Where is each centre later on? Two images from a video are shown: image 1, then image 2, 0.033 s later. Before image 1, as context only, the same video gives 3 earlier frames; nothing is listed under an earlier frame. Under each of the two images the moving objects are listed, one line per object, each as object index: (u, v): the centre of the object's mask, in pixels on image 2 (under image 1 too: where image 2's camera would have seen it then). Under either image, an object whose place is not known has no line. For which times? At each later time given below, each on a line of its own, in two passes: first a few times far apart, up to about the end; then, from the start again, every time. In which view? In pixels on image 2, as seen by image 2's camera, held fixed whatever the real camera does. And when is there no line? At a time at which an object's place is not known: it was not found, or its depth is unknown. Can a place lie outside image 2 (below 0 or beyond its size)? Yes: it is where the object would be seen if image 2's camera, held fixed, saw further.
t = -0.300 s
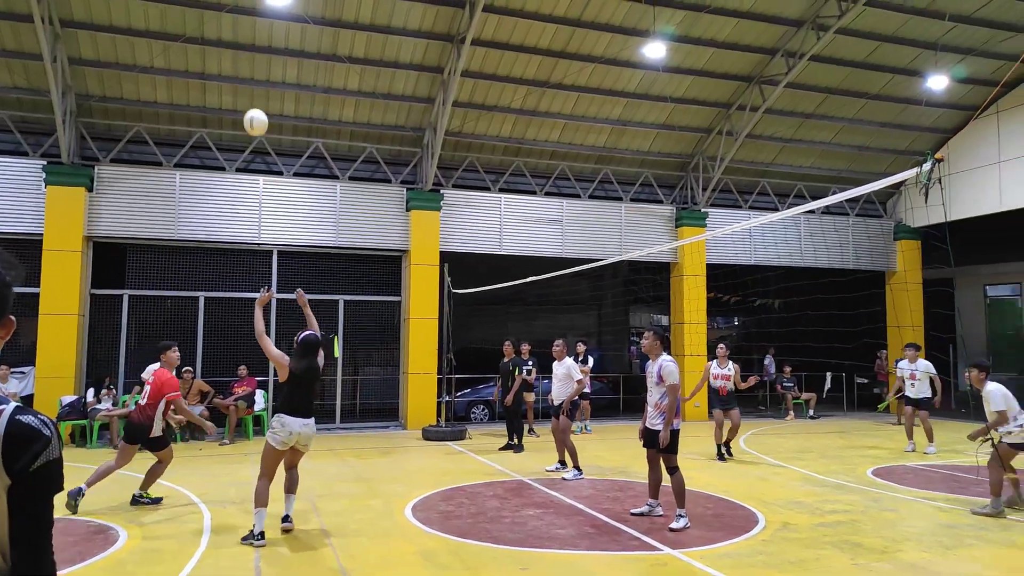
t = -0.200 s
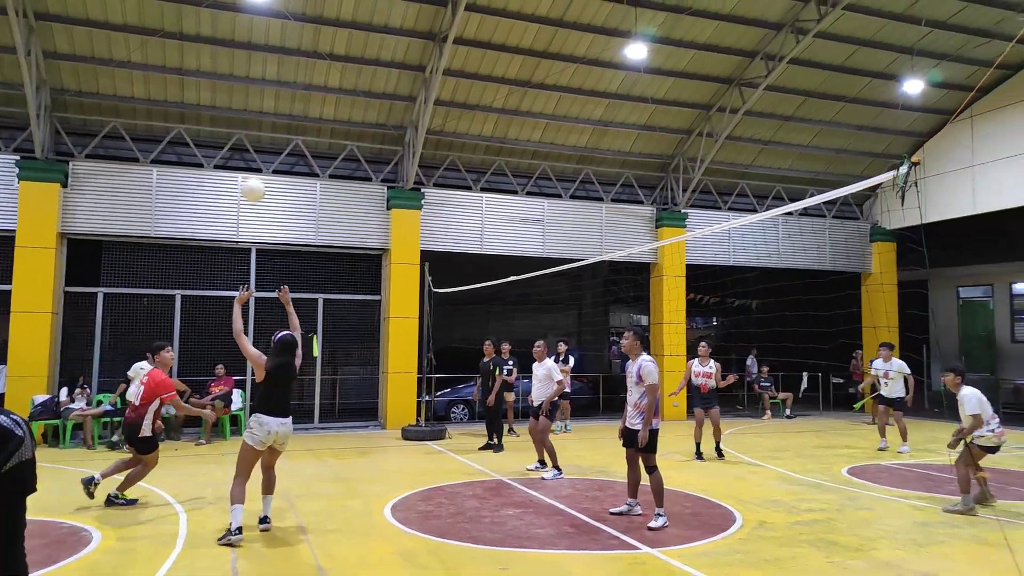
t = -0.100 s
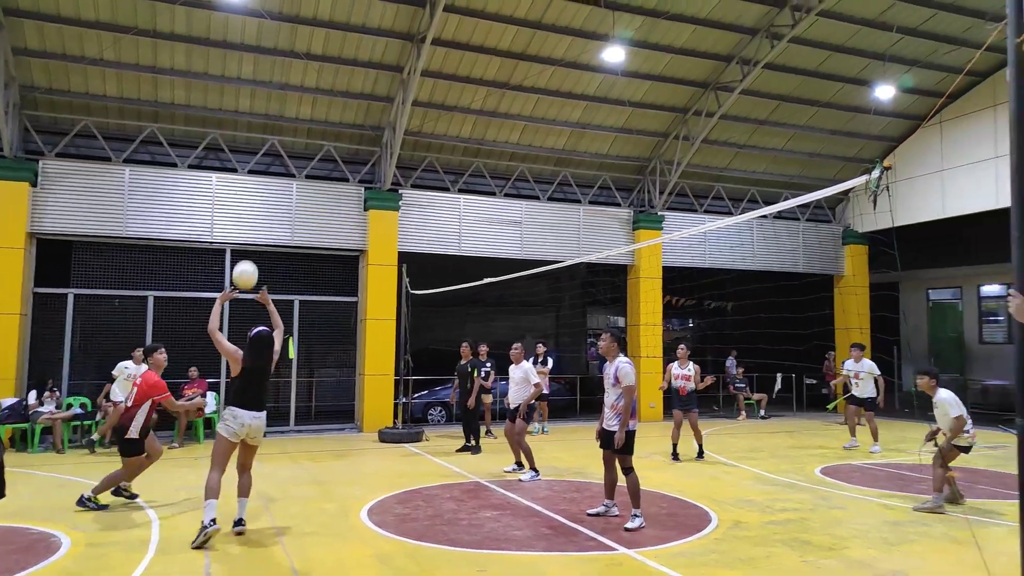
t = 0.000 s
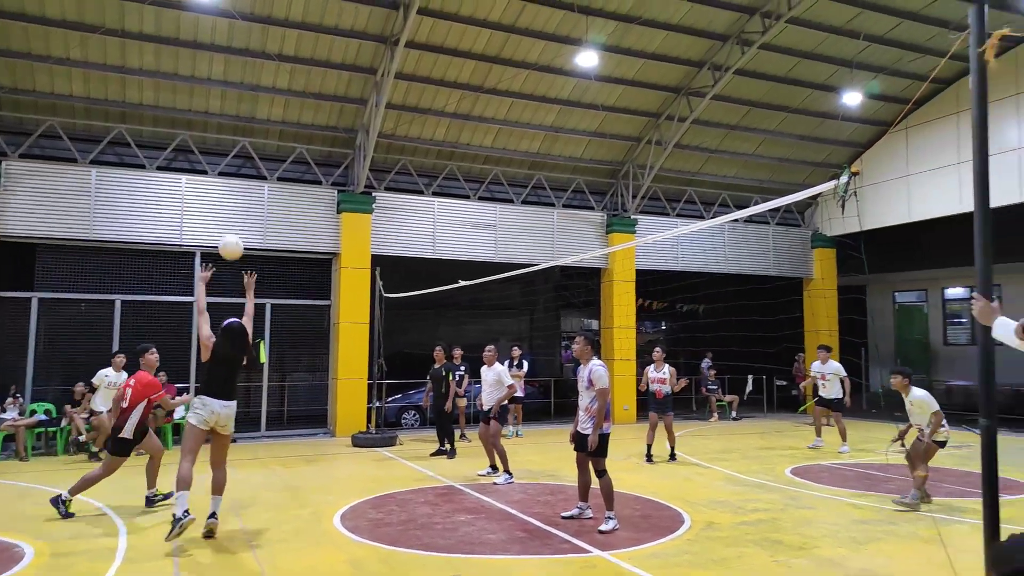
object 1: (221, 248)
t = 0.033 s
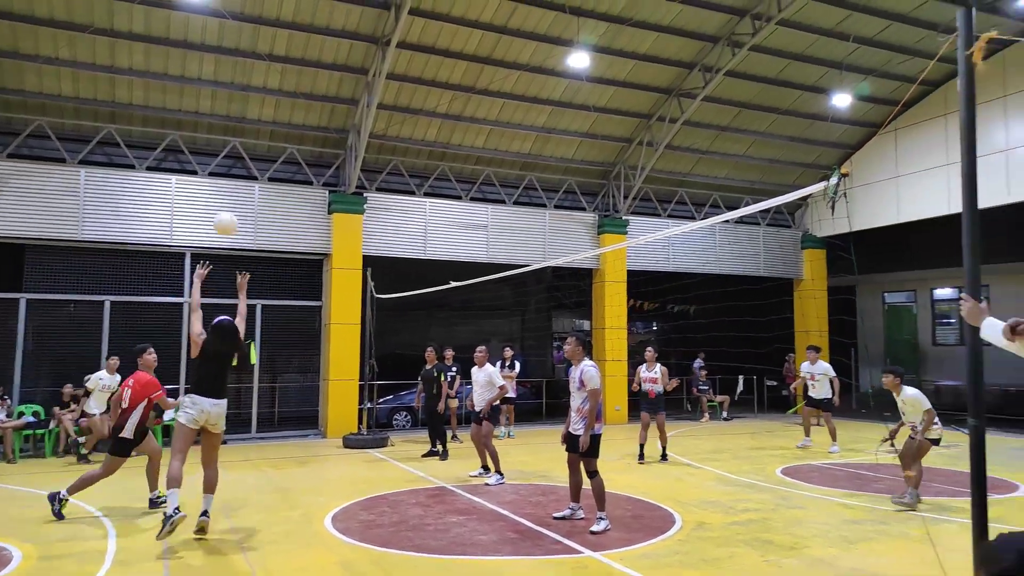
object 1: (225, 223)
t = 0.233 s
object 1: (249, 121)
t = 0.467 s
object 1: (270, 67)
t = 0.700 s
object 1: (285, 66)
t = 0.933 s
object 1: (296, 106)
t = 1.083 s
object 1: (302, 151)
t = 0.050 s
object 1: (228, 212)
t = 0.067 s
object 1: (229, 201)
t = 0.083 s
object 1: (232, 191)
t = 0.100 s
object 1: (234, 182)
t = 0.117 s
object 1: (236, 174)
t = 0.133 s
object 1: (238, 165)
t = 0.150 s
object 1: (240, 157)
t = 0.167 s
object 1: (242, 149)
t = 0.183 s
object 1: (245, 141)
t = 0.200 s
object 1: (246, 134)
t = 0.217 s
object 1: (248, 127)
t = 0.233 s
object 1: (249, 121)
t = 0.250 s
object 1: (251, 115)
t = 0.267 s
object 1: (252, 110)
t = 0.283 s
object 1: (254, 105)
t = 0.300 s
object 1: (255, 100)
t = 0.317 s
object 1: (257, 95)
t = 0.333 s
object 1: (258, 91)
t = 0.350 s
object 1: (260, 87)
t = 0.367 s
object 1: (261, 83)
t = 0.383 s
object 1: (263, 80)
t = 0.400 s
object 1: (264, 77)
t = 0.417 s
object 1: (266, 74)
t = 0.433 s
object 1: (267, 72)
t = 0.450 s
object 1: (268, 69)
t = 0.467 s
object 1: (270, 67)
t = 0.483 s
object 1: (271, 66)
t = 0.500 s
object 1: (272, 64)
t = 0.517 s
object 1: (273, 63)
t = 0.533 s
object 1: (274, 62)
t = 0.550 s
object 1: (275, 61)
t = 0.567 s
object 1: (276, 61)
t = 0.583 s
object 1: (277, 60)
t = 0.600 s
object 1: (278, 61)
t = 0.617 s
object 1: (280, 61)
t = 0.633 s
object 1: (281, 61)
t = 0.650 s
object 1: (282, 62)
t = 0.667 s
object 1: (283, 63)
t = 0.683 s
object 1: (284, 64)
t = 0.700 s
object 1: (285, 66)
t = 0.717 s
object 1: (286, 67)
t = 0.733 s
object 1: (287, 69)
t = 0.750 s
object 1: (287, 71)
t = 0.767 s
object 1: (288, 73)
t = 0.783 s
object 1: (289, 76)
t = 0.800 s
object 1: (290, 78)
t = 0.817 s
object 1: (290, 81)
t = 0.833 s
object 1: (291, 84)
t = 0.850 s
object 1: (292, 88)
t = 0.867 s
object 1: (293, 91)
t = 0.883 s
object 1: (293, 95)
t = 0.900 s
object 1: (294, 98)
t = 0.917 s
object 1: (295, 102)
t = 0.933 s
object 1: (296, 106)
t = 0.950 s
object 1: (296, 111)
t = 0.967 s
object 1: (297, 115)
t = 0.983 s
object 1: (298, 120)
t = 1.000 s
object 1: (299, 125)
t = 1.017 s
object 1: (299, 130)
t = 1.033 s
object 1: (300, 135)
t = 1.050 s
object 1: (300, 140)
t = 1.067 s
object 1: (301, 146)
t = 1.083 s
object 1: (302, 151)
